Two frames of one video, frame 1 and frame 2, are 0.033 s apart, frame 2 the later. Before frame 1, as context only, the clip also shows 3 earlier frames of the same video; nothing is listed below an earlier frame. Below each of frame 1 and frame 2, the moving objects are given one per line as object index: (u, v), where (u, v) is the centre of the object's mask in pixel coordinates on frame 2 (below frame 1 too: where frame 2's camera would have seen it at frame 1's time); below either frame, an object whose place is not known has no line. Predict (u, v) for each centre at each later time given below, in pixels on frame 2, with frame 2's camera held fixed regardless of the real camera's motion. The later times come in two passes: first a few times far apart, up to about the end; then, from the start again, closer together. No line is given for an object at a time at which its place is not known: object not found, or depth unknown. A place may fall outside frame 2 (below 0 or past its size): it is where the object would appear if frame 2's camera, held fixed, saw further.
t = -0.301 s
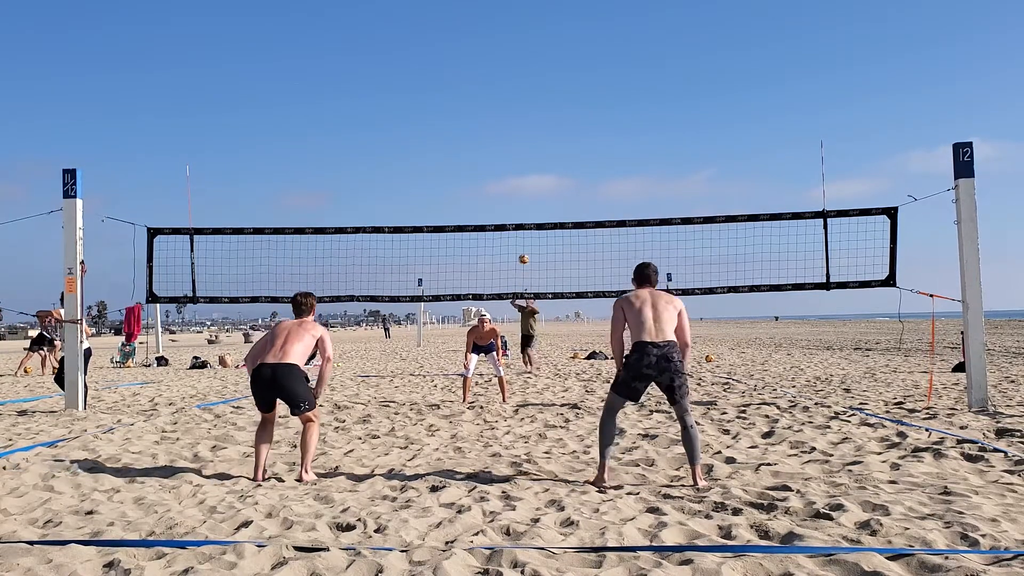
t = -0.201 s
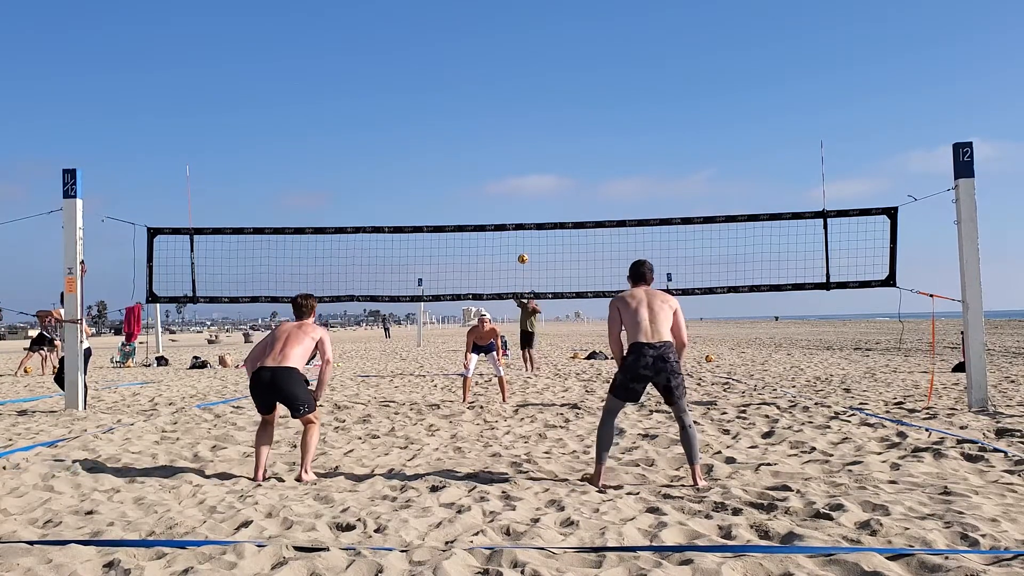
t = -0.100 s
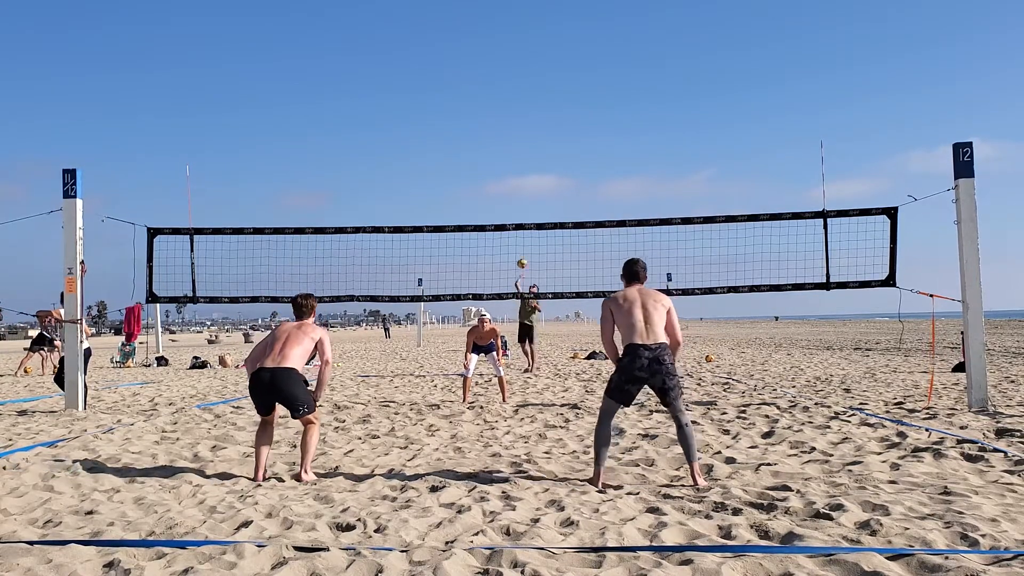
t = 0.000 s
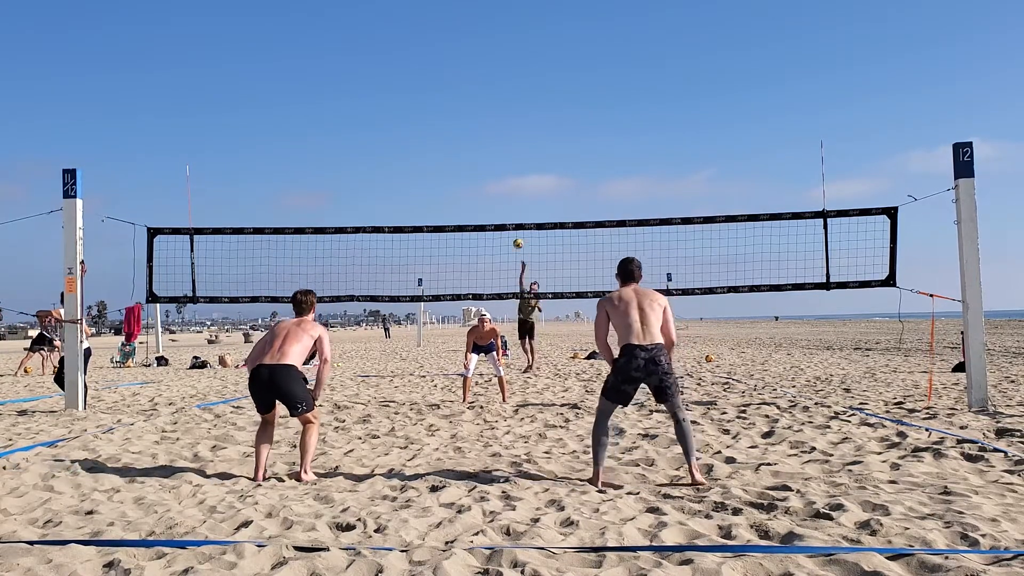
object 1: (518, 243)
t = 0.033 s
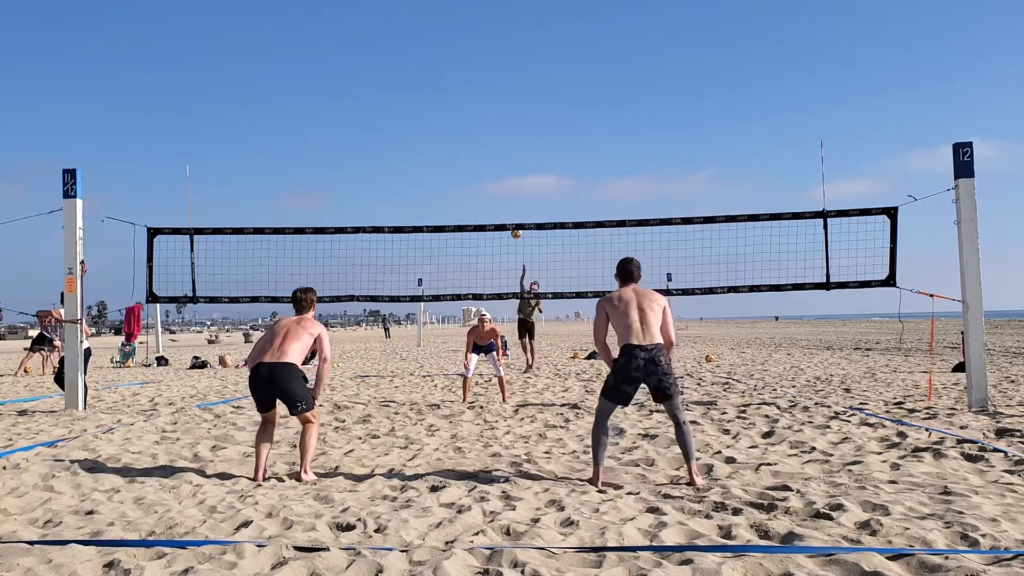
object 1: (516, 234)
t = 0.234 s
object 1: (502, 175)
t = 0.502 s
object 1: (474, 124)
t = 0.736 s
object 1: (444, 115)
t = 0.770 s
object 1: (438, 116)
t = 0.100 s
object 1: (512, 213)
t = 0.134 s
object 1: (510, 203)
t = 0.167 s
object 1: (507, 193)
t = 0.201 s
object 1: (505, 184)
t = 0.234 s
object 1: (502, 175)
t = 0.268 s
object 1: (499, 166)
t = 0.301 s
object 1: (496, 159)
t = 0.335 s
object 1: (493, 151)
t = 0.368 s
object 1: (490, 145)
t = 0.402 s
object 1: (486, 139)
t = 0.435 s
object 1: (482, 133)
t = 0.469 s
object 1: (478, 129)
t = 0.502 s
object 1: (474, 124)
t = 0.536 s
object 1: (470, 121)
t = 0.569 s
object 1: (466, 118)
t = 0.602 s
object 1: (462, 116)
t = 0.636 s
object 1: (458, 115)
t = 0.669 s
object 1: (453, 115)
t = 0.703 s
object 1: (449, 114)
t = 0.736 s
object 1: (444, 115)
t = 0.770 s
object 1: (438, 116)
